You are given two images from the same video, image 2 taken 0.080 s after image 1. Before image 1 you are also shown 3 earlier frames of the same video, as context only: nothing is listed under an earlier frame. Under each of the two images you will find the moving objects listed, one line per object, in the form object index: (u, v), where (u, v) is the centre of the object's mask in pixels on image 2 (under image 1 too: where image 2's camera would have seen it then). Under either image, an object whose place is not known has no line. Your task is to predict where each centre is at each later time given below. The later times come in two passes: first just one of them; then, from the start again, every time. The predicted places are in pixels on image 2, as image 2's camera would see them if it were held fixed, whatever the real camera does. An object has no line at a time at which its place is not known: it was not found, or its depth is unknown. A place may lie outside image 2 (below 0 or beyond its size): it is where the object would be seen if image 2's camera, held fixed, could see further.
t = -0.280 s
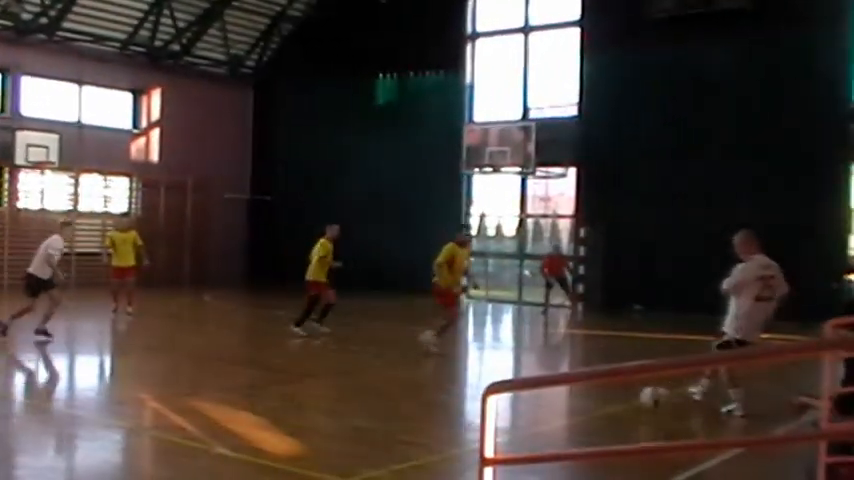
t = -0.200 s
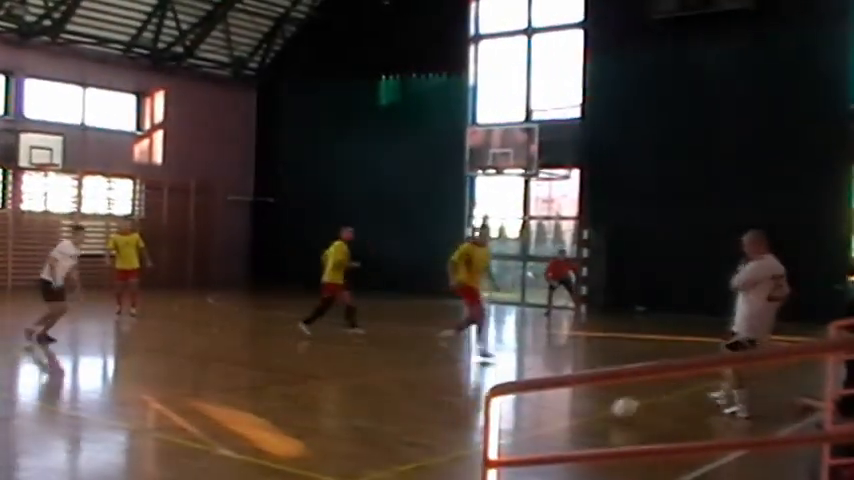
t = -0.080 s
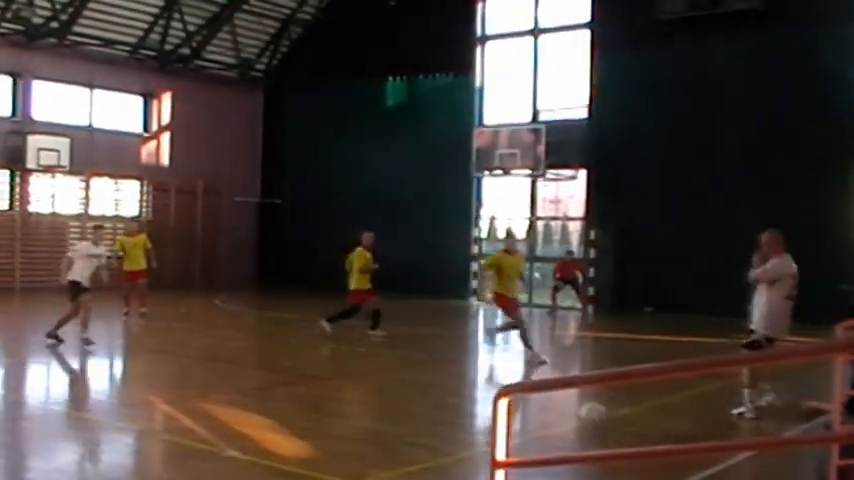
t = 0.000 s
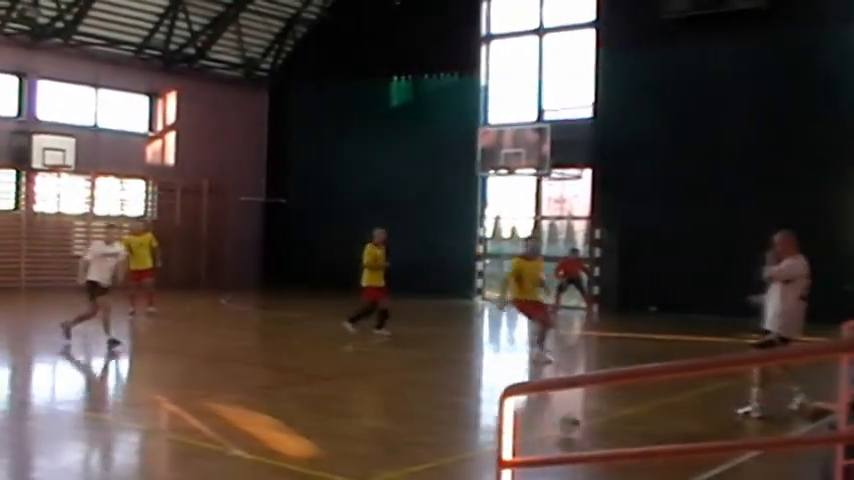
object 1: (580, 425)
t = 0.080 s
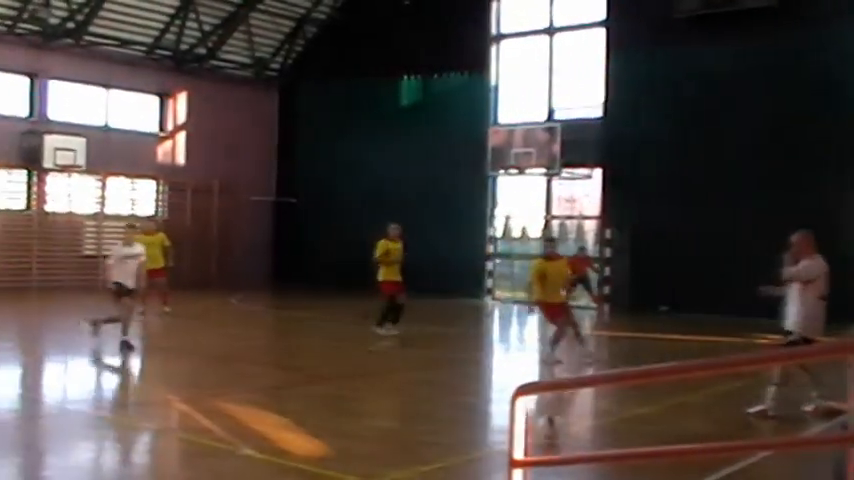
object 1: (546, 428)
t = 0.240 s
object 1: (484, 440)
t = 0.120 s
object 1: (535, 429)
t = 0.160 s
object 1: (527, 432)
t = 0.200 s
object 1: (499, 436)
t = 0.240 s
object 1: (484, 440)
